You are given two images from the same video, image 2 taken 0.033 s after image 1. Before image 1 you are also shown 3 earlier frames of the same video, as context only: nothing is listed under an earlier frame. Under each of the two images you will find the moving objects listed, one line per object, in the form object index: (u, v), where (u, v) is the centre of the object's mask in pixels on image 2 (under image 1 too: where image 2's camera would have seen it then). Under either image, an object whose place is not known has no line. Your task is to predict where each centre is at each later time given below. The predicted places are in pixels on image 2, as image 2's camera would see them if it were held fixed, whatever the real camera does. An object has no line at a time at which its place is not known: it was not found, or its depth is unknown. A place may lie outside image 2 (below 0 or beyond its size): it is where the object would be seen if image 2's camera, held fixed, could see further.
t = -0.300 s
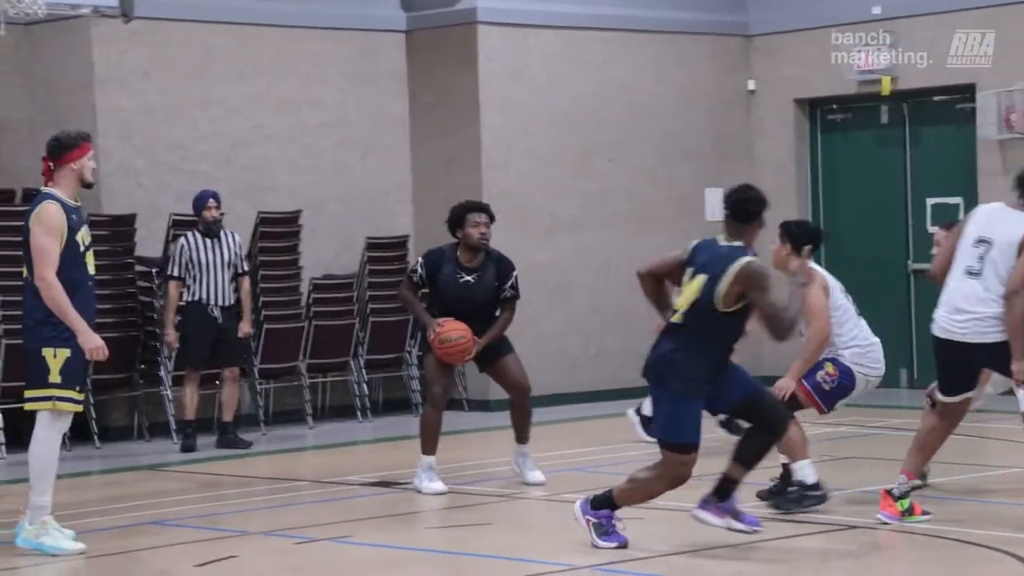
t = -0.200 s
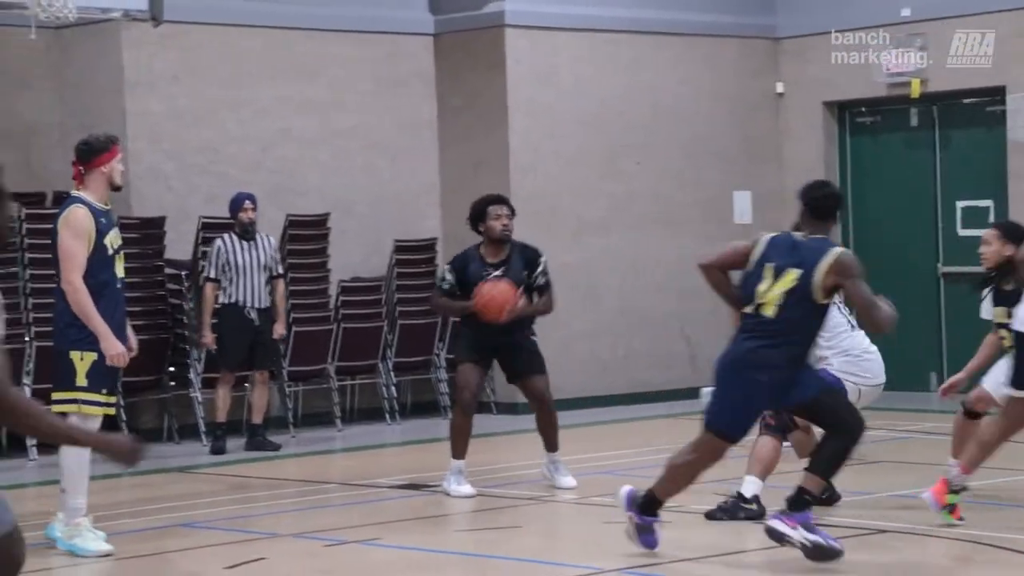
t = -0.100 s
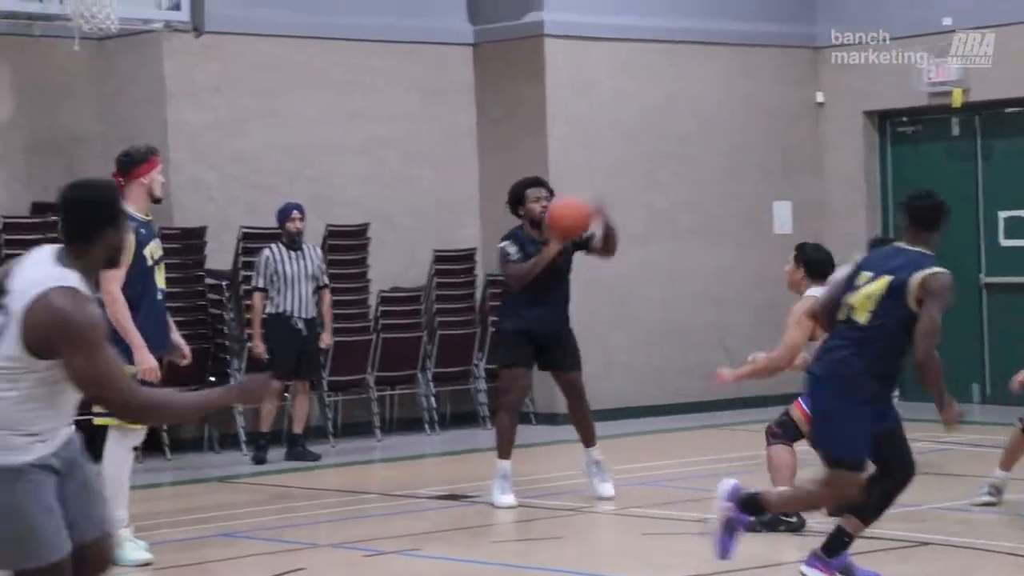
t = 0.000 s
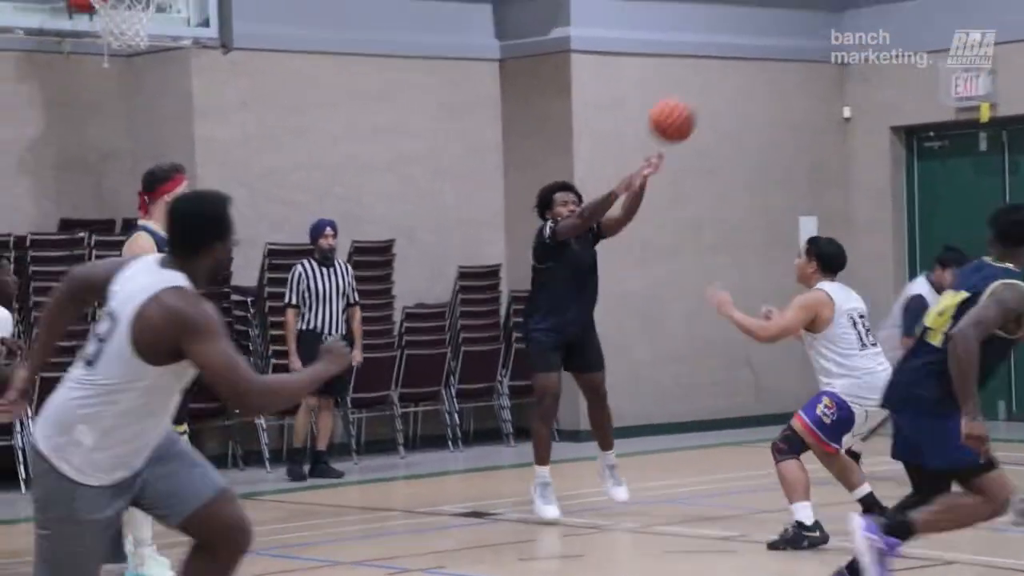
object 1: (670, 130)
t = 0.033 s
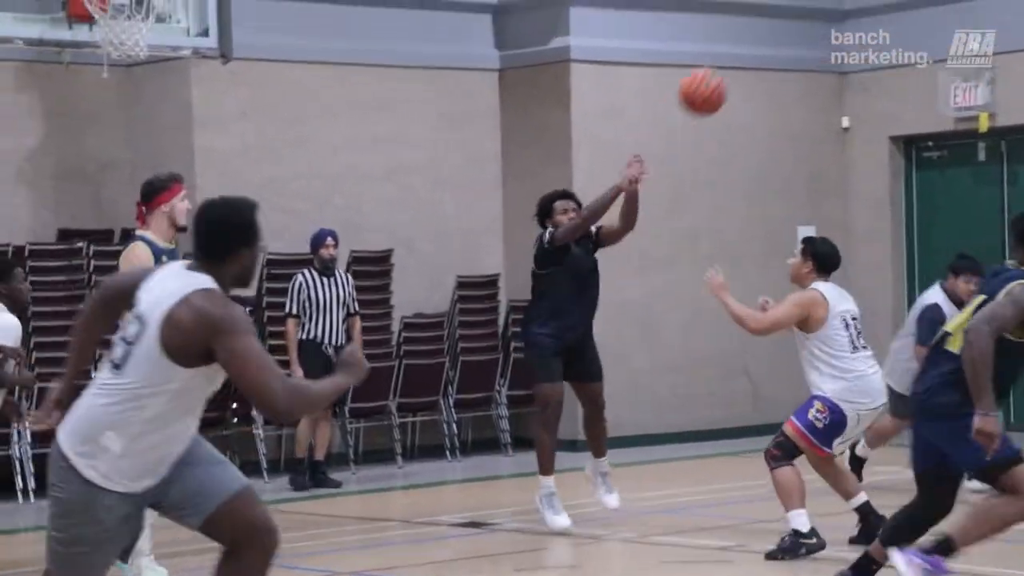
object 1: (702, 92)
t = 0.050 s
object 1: (719, 73)
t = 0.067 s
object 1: (736, 53)
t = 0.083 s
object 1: (754, 34)
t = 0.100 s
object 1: (772, 16)
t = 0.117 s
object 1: (789, -1)
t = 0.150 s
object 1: (827, -37)
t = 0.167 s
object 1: (846, -54)
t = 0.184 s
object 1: (866, -72)
